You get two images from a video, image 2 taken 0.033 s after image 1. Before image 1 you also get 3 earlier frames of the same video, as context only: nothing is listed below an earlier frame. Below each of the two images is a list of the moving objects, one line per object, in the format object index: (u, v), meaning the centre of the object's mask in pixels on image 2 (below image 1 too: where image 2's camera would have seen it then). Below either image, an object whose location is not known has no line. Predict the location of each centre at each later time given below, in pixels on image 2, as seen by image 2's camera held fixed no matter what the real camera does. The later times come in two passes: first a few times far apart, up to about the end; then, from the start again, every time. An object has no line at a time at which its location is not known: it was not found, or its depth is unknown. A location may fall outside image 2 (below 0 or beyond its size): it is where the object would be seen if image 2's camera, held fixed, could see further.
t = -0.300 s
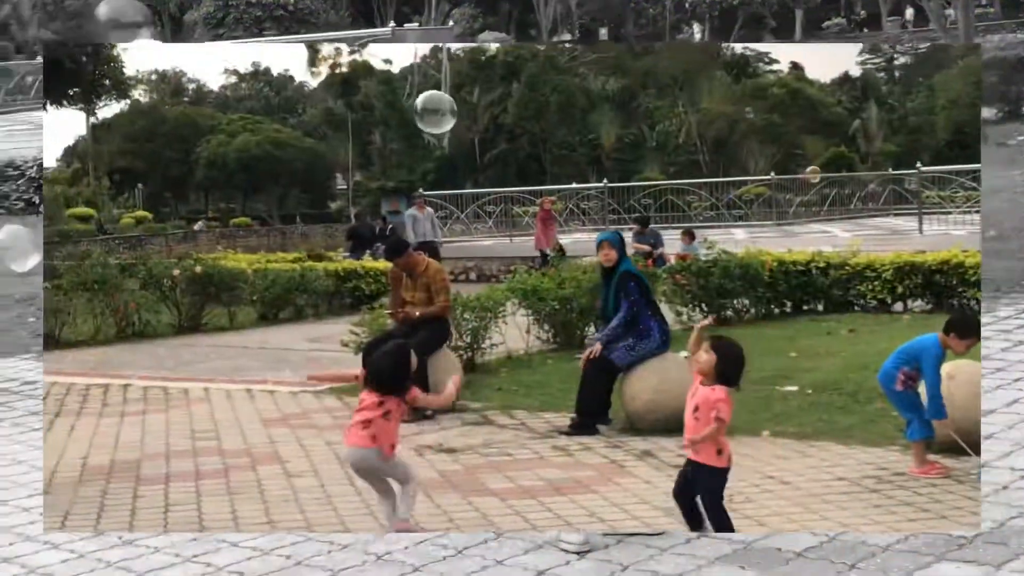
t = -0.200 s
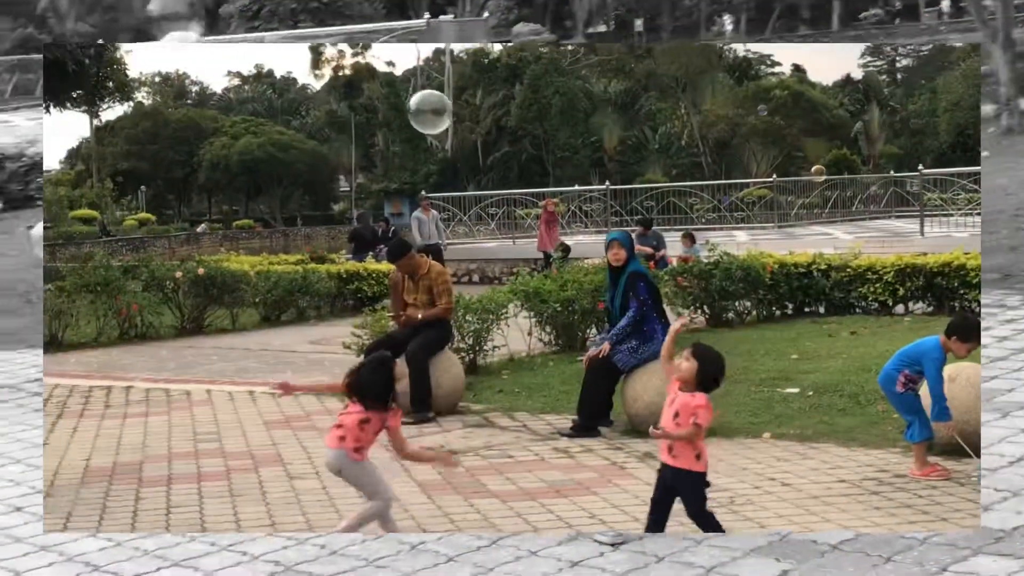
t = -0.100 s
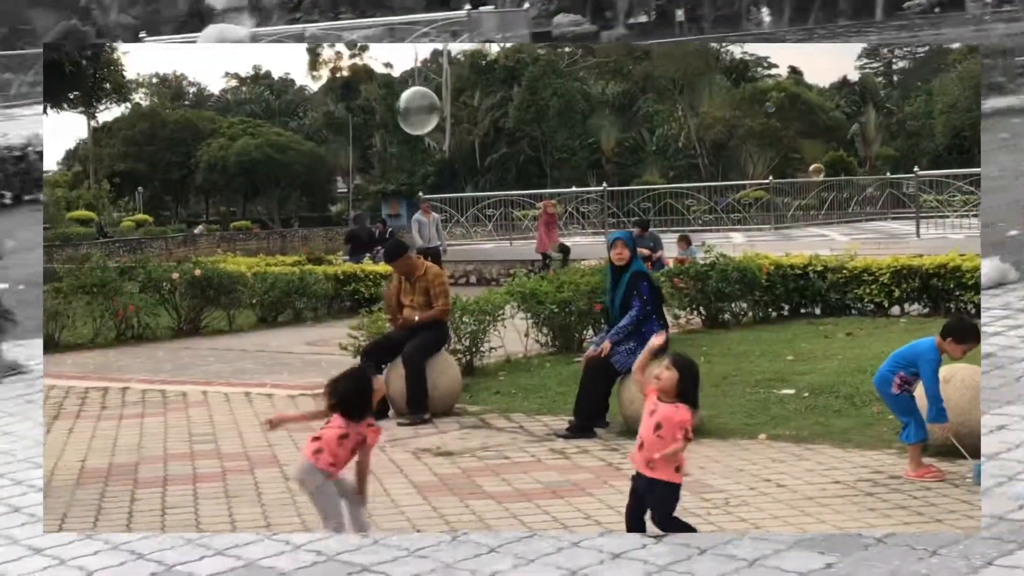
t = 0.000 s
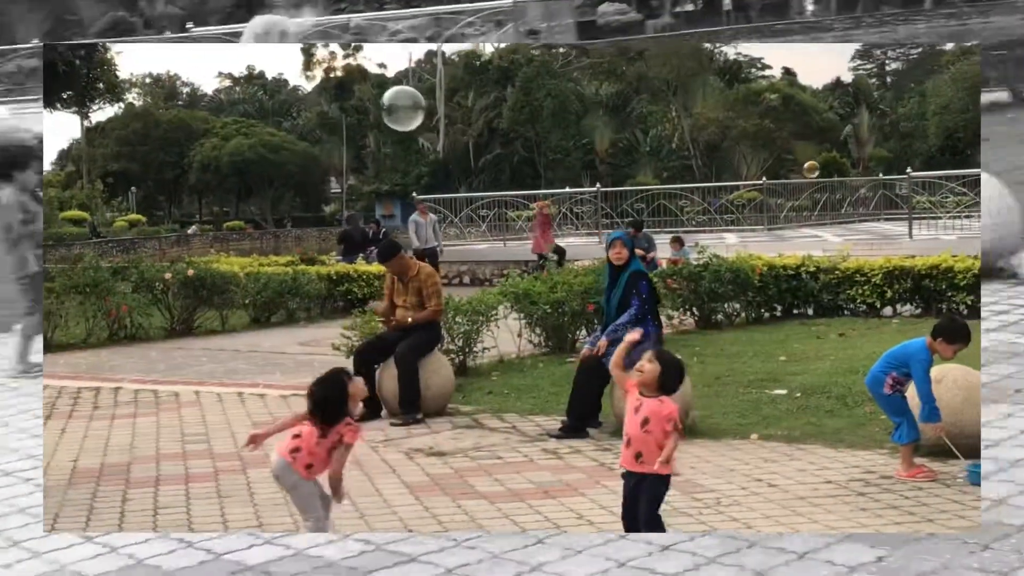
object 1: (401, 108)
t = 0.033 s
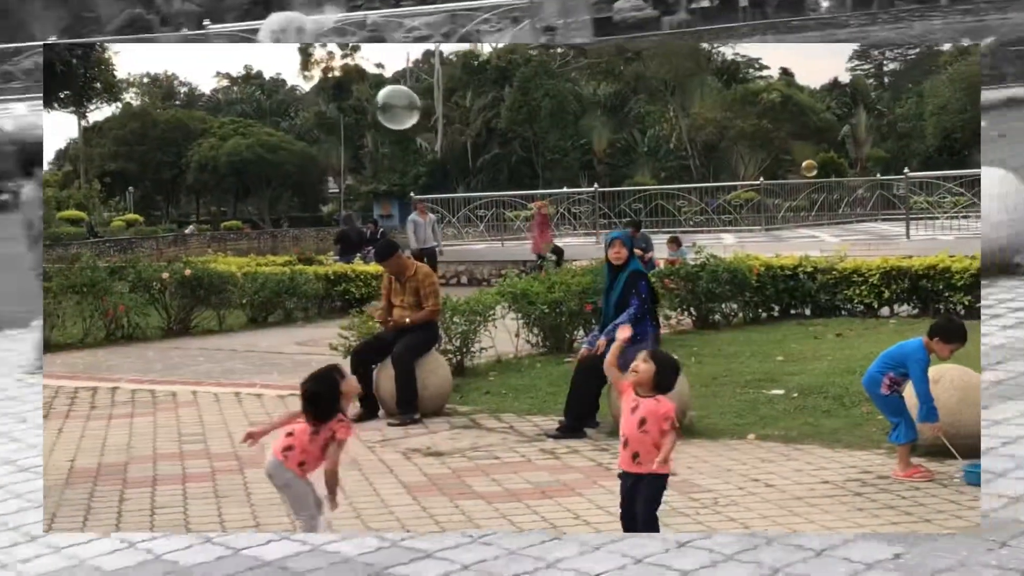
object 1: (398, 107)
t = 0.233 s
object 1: (379, 102)
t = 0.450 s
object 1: (358, 95)
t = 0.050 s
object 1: (397, 107)
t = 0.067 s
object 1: (395, 106)
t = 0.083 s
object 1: (394, 106)
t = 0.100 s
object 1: (391, 105)
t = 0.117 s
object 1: (390, 105)
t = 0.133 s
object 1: (388, 105)
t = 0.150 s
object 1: (387, 104)
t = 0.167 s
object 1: (386, 104)
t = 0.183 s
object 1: (384, 103)
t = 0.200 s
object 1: (382, 102)
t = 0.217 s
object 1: (380, 102)
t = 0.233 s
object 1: (379, 102)
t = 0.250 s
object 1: (378, 101)
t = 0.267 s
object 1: (376, 101)
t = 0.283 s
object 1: (374, 101)
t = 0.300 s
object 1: (372, 100)
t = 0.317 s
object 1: (370, 99)
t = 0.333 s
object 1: (369, 99)
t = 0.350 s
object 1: (368, 98)
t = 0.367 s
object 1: (366, 98)
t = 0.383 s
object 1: (364, 97)
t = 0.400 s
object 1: (363, 97)
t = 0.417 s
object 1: (361, 96)
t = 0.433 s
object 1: (360, 96)
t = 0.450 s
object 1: (358, 95)
